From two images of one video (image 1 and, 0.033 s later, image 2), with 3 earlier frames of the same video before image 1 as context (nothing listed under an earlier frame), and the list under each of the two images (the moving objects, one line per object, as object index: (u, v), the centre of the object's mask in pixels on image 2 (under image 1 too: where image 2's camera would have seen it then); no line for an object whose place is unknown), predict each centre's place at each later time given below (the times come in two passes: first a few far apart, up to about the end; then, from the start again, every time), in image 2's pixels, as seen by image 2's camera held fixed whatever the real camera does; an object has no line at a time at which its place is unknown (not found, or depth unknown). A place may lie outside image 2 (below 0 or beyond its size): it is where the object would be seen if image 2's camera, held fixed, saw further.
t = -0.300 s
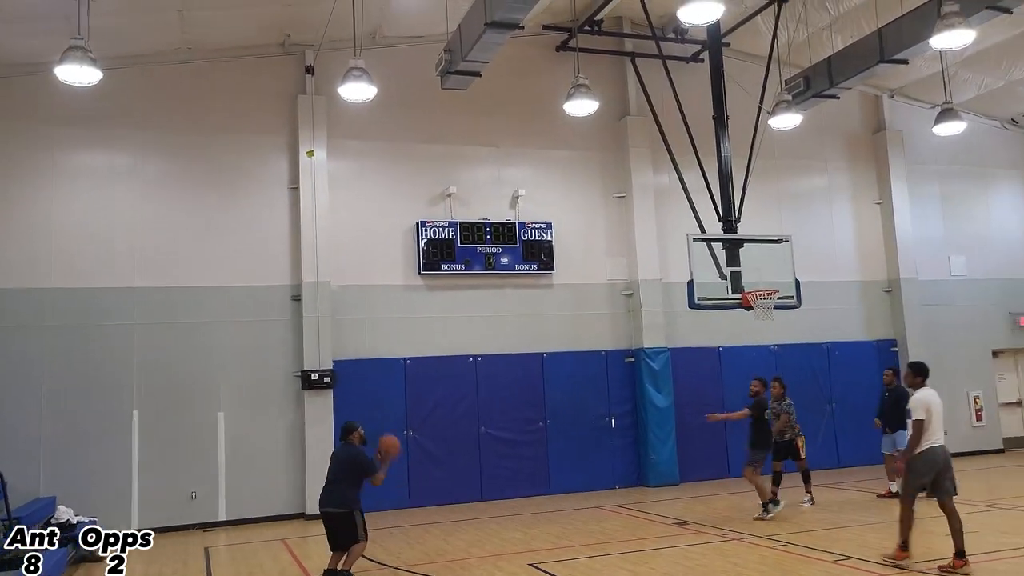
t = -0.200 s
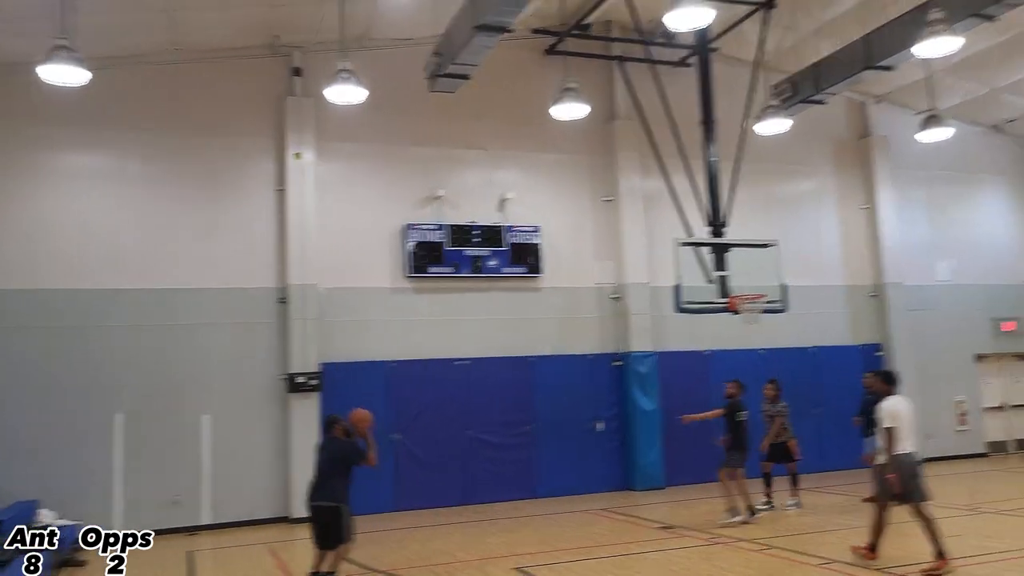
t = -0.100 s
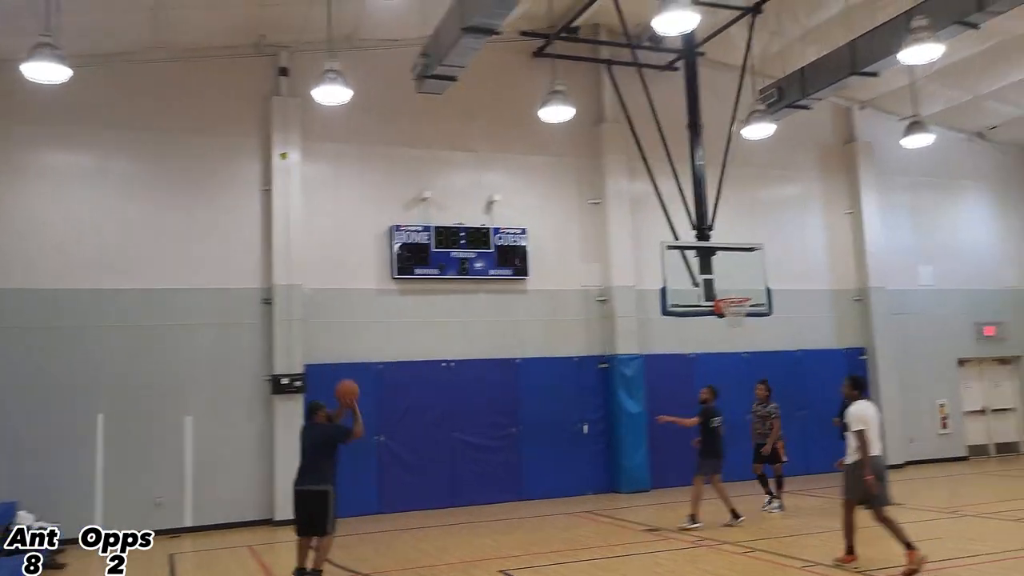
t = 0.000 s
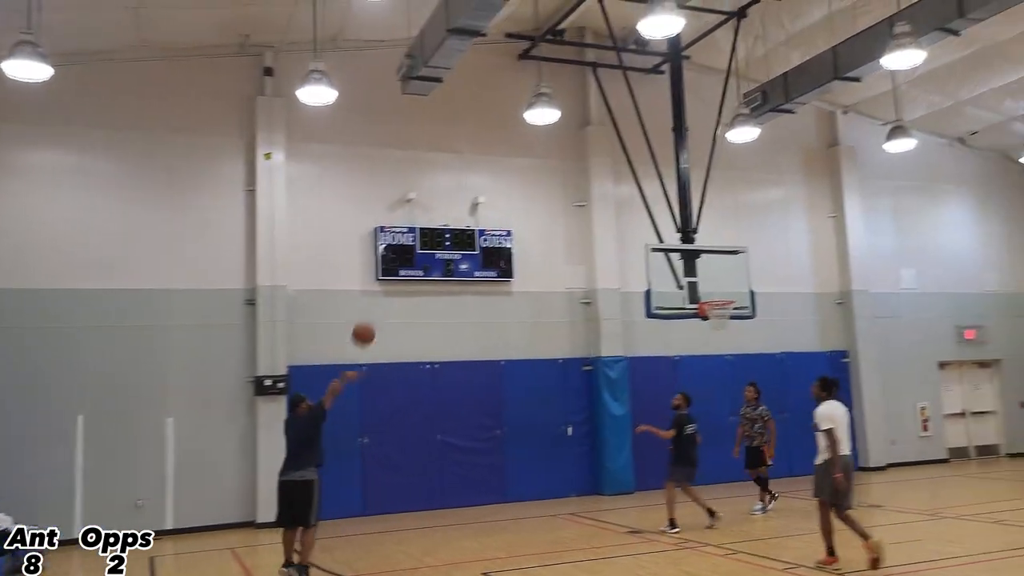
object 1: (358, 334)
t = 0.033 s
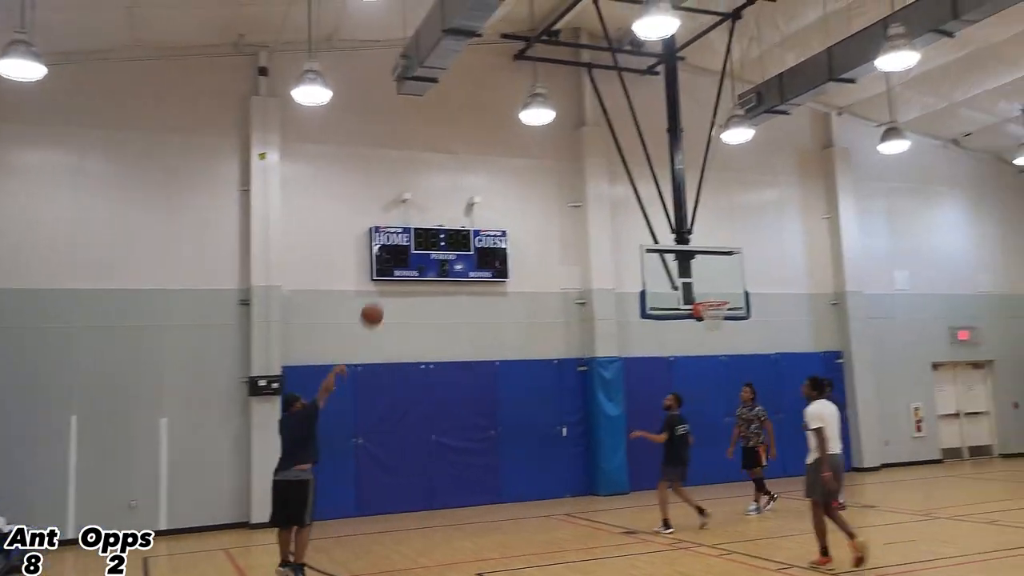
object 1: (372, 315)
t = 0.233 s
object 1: (448, 229)
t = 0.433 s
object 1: (512, 186)
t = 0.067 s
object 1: (385, 297)
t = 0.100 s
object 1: (398, 280)
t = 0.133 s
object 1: (411, 265)
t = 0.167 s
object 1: (423, 251)
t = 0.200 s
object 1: (435, 239)
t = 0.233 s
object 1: (448, 229)
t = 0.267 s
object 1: (459, 218)
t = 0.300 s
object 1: (470, 210)
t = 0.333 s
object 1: (480, 202)
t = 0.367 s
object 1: (491, 195)
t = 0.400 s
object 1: (501, 190)
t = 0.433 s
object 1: (512, 186)
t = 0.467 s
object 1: (522, 182)
